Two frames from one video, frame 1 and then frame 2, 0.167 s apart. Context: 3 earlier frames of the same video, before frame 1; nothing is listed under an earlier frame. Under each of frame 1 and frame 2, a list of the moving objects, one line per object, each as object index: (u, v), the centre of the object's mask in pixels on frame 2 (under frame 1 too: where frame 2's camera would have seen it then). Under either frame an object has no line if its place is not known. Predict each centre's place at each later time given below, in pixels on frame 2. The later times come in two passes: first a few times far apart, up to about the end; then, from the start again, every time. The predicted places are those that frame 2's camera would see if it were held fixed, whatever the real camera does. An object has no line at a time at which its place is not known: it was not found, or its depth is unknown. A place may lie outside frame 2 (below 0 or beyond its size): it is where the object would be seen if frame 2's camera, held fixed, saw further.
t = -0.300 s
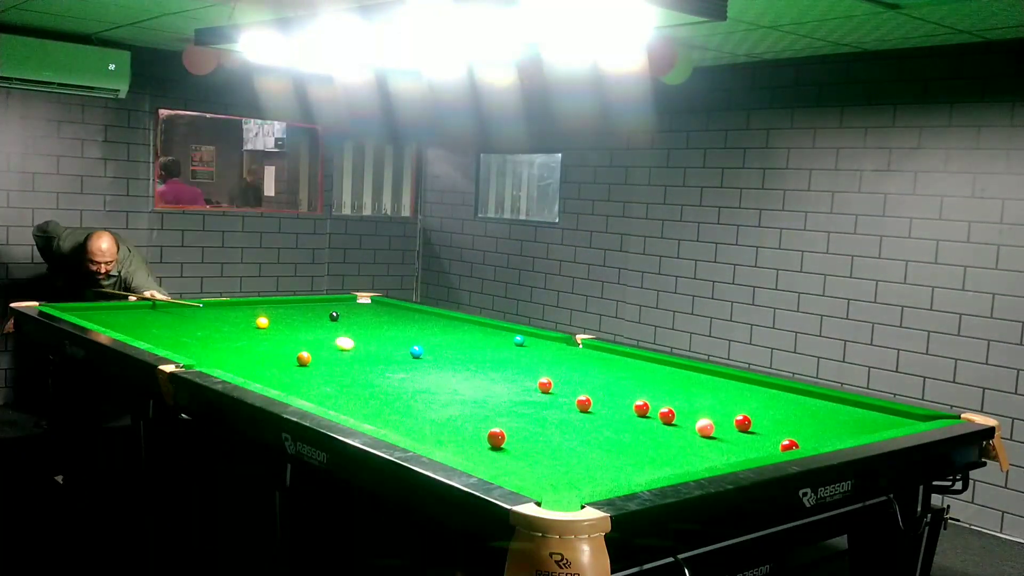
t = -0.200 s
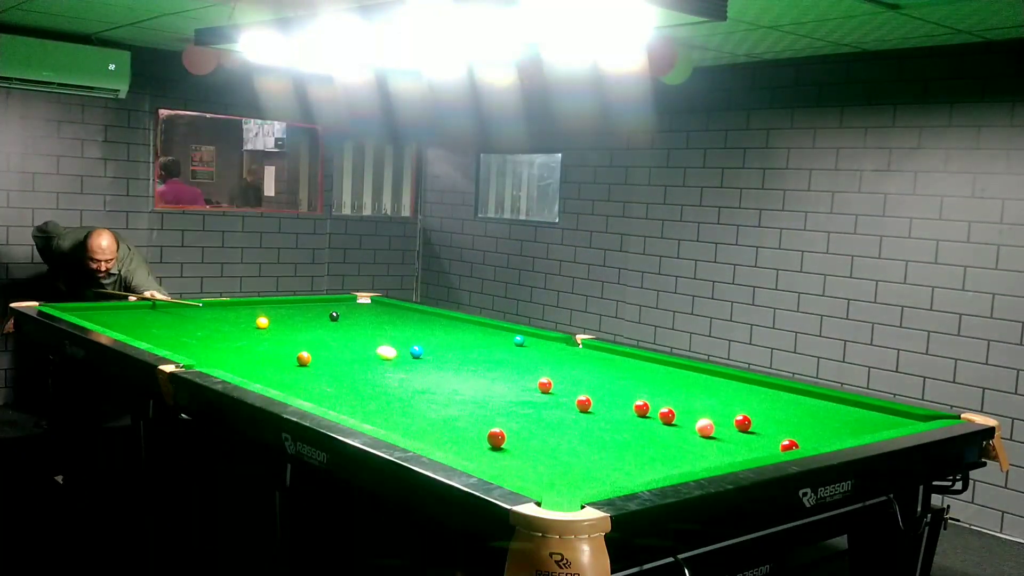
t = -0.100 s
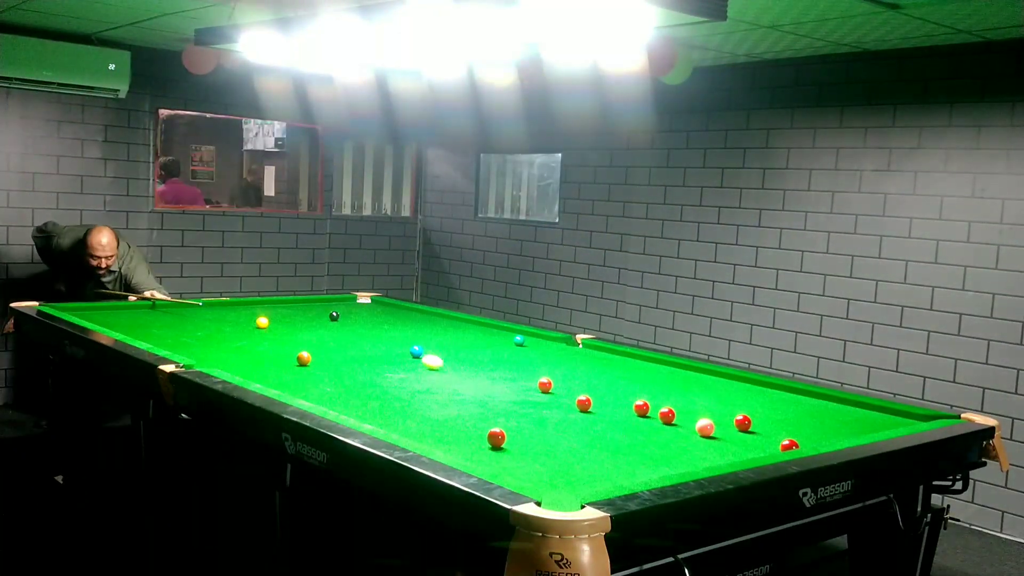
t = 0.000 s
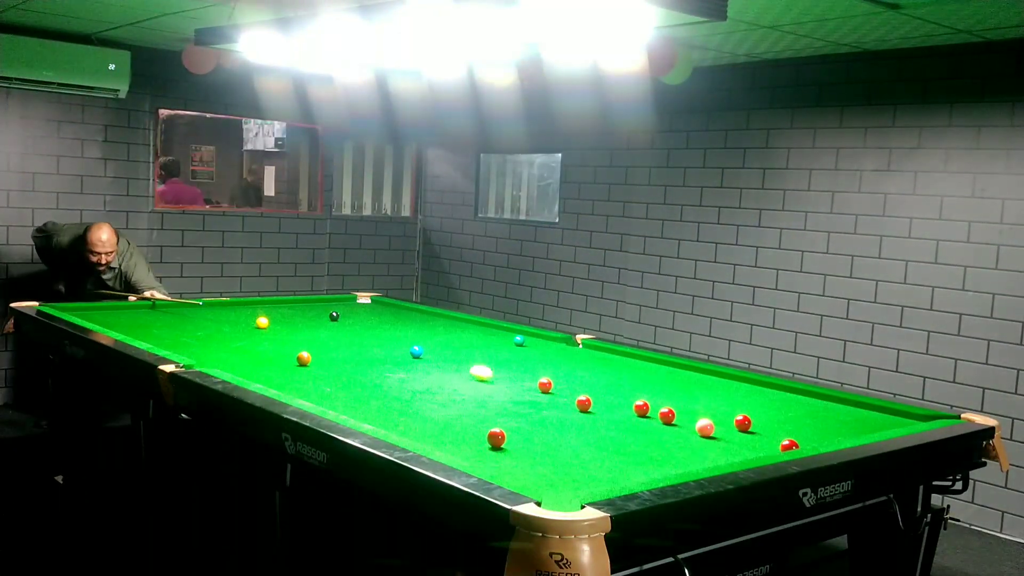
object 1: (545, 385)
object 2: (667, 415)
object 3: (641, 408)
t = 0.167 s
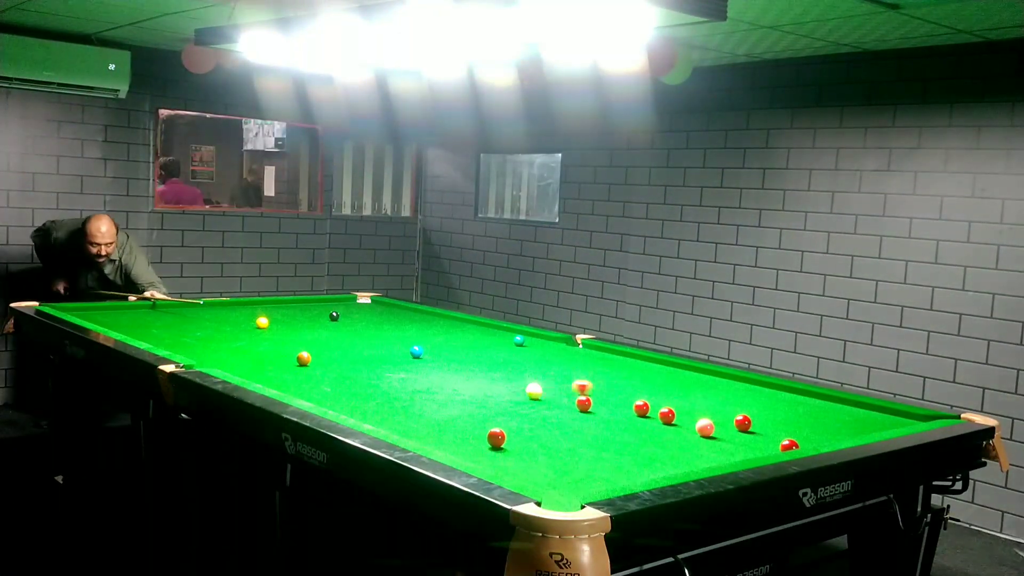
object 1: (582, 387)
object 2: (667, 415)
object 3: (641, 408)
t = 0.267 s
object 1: (626, 390)
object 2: (667, 415)
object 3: (641, 408)
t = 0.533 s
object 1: (724, 397)
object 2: (667, 415)
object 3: (641, 408)
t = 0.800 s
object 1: (820, 404)
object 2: (667, 415)
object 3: (641, 408)
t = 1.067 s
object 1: (889, 413)
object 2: (667, 415)
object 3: (641, 408)
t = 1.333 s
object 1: (908, 423)
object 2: (667, 415)
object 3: (641, 408)
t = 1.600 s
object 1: (860, 424)
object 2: (667, 415)
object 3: (641, 408)
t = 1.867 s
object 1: (813, 422)
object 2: (667, 415)
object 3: (641, 408)
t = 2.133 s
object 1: (769, 420)
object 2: (667, 415)
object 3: (641, 408)
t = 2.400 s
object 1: (726, 417)
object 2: (667, 415)
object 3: (641, 408)
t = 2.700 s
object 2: (667, 415)
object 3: (641, 408)
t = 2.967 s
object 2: (659, 417)
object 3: (641, 408)
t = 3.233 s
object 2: (651, 418)
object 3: (628, 407)
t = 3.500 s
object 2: (645, 419)
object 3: (617, 405)
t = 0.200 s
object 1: (598, 388)
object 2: (667, 415)
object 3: (641, 408)
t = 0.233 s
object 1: (613, 389)
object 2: (667, 415)
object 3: (641, 408)
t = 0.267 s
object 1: (626, 390)
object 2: (667, 415)
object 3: (641, 408)
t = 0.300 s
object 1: (640, 391)
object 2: (667, 415)
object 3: (641, 408)
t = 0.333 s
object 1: (652, 392)
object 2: (667, 415)
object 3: (641, 408)
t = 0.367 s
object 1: (664, 392)
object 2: (667, 415)
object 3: (641, 408)
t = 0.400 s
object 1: (676, 393)
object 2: (667, 415)
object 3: (641, 408)
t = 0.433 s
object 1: (688, 394)
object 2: (667, 415)
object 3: (641, 408)
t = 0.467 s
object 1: (699, 395)
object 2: (667, 415)
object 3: (641, 408)
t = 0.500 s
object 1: (712, 396)
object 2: (667, 415)
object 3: (641, 408)
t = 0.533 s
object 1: (724, 397)
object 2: (667, 415)
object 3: (641, 408)
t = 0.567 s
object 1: (735, 398)
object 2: (667, 415)
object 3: (641, 408)
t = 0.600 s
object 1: (748, 398)
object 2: (667, 415)
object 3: (641, 408)
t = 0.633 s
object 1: (760, 399)
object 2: (667, 415)
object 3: (641, 408)
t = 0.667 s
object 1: (771, 400)
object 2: (667, 415)
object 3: (641, 408)
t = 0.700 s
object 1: (784, 401)
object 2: (667, 415)
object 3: (641, 408)
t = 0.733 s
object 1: (796, 402)
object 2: (667, 415)
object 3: (641, 408)
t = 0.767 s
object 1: (808, 403)
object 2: (667, 415)
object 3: (641, 408)
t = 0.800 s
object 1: (820, 404)
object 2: (667, 415)
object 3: (641, 408)
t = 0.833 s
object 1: (832, 404)
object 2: (667, 415)
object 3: (641, 408)
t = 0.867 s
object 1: (844, 406)
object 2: (667, 415)
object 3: (641, 408)
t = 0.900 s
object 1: (856, 406)
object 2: (667, 415)
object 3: (641, 408)
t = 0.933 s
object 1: (868, 407)
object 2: (667, 415)
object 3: (641, 408)
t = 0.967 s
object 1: (879, 408)
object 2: (667, 415)
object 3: (641, 408)
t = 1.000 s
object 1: (886, 410)
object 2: (667, 415)
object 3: (641, 408)
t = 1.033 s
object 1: (887, 411)
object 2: (667, 415)
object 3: (641, 408)
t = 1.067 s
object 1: (889, 413)
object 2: (667, 415)
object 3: (641, 408)
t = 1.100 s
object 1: (892, 415)
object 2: (667, 415)
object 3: (641, 408)
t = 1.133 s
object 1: (895, 416)
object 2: (667, 415)
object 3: (641, 408)
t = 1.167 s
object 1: (897, 418)
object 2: (667, 415)
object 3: (641, 408)
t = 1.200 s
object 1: (900, 419)
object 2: (667, 415)
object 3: (641, 408)
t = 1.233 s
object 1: (903, 420)
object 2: (667, 415)
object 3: (641, 408)
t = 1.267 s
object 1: (905, 421)
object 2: (667, 415)
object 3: (641, 408)
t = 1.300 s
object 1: (907, 422)
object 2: (667, 415)
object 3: (641, 408)
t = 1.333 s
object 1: (908, 423)
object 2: (667, 415)
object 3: (641, 408)
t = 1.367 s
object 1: (901, 423)
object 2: (667, 415)
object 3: (641, 408)
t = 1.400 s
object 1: (895, 424)
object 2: (667, 415)
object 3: (641, 408)
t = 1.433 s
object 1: (890, 424)
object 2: (667, 415)
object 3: (641, 408)
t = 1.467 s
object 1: (883, 424)
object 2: (667, 415)
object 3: (641, 408)
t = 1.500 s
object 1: (877, 424)
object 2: (667, 415)
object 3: (641, 408)
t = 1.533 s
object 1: (872, 424)
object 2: (667, 415)
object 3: (641, 408)
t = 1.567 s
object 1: (866, 425)
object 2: (667, 415)
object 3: (641, 408)
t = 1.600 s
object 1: (860, 424)
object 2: (667, 415)
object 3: (641, 408)
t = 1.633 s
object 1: (854, 424)
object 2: (667, 415)
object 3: (641, 408)
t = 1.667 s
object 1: (848, 424)
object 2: (667, 415)
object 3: (641, 408)
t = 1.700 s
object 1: (842, 423)
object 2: (667, 415)
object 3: (641, 408)
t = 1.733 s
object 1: (836, 423)
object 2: (667, 415)
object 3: (641, 408)
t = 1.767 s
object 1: (831, 423)
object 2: (667, 415)
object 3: (641, 408)
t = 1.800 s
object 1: (824, 423)
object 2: (667, 415)
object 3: (641, 408)
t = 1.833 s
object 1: (819, 422)
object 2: (667, 415)
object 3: (641, 408)
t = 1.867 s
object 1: (813, 422)
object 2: (667, 415)
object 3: (641, 408)
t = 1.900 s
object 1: (807, 422)
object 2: (667, 415)
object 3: (641, 408)
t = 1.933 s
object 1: (802, 422)
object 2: (667, 415)
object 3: (641, 408)
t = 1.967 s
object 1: (796, 421)
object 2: (667, 415)
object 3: (641, 408)
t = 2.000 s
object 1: (791, 421)
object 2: (667, 415)
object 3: (641, 408)
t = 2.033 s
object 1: (785, 421)
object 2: (667, 415)
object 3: (641, 408)
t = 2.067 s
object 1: (779, 421)
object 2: (667, 415)
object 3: (641, 408)
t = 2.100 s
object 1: (774, 421)
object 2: (667, 415)
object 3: (641, 408)
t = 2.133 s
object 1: (769, 420)
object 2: (667, 415)
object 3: (641, 408)
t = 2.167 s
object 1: (763, 420)
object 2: (667, 415)
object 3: (641, 408)
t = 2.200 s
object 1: (759, 420)
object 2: (667, 415)
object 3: (641, 408)
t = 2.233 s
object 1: (755, 419)
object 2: (667, 415)
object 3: (641, 408)
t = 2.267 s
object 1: (750, 417)
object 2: (667, 415)
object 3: (641, 408)
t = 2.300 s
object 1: (741, 414)
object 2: (667, 415)
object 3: (641, 408)
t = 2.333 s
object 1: (734, 416)
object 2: (667, 415)
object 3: (641, 408)
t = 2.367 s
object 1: (729, 417)
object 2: (667, 415)
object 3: (641, 408)
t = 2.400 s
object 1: (726, 417)
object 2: (667, 415)
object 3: (641, 408)
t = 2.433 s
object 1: (721, 417)
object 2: (667, 415)
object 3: (641, 408)
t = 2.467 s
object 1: (717, 416)
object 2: (667, 415)
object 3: (641, 408)
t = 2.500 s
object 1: (712, 415)
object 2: (667, 415)
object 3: (641, 408)
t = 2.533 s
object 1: (707, 414)
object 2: (667, 415)
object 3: (641, 408)
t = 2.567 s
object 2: (667, 415)
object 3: (641, 408)
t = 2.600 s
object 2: (667, 415)
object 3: (641, 408)
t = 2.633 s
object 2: (667, 415)
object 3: (641, 408)
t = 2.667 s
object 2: (667, 415)
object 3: (641, 408)
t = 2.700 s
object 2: (667, 415)
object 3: (641, 408)
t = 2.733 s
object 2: (666, 415)
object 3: (641, 408)
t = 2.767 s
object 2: (666, 416)
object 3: (641, 408)
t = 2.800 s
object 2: (664, 416)
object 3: (641, 408)
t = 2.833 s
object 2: (663, 416)
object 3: (641, 408)
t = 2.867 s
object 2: (662, 417)
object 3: (641, 408)
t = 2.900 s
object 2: (661, 417)
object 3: (641, 408)
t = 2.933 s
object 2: (660, 417)
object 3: (641, 408)
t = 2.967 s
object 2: (659, 417)
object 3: (641, 408)
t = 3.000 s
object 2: (658, 417)
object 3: (639, 408)
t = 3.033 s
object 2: (657, 417)
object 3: (637, 408)
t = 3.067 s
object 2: (656, 417)
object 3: (636, 408)
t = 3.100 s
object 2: (655, 417)
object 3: (634, 407)
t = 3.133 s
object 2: (654, 417)
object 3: (632, 407)
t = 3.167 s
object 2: (653, 418)
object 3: (631, 407)
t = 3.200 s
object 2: (652, 418)
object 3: (629, 407)
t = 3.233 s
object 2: (651, 418)
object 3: (628, 407)
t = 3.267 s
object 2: (651, 418)
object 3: (626, 406)
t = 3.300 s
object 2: (650, 418)
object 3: (625, 406)
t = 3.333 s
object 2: (649, 418)
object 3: (624, 406)
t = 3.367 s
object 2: (648, 418)
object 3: (622, 406)
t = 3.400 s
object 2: (647, 418)
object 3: (621, 406)
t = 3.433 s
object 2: (647, 419)
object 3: (620, 406)
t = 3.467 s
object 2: (646, 419)
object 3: (618, 406)
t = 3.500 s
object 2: (645, 419)
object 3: (617, 405)
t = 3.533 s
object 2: (645, 419)
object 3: (616, 405)
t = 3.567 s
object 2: (644, 419)
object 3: (615, 405)
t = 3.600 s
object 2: (643, 419)
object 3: (614, 405)
